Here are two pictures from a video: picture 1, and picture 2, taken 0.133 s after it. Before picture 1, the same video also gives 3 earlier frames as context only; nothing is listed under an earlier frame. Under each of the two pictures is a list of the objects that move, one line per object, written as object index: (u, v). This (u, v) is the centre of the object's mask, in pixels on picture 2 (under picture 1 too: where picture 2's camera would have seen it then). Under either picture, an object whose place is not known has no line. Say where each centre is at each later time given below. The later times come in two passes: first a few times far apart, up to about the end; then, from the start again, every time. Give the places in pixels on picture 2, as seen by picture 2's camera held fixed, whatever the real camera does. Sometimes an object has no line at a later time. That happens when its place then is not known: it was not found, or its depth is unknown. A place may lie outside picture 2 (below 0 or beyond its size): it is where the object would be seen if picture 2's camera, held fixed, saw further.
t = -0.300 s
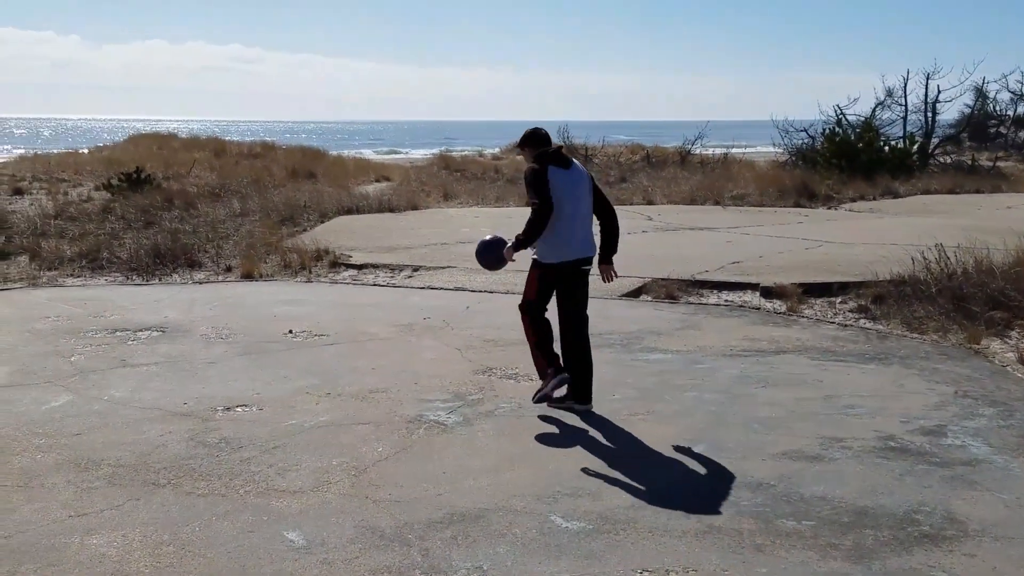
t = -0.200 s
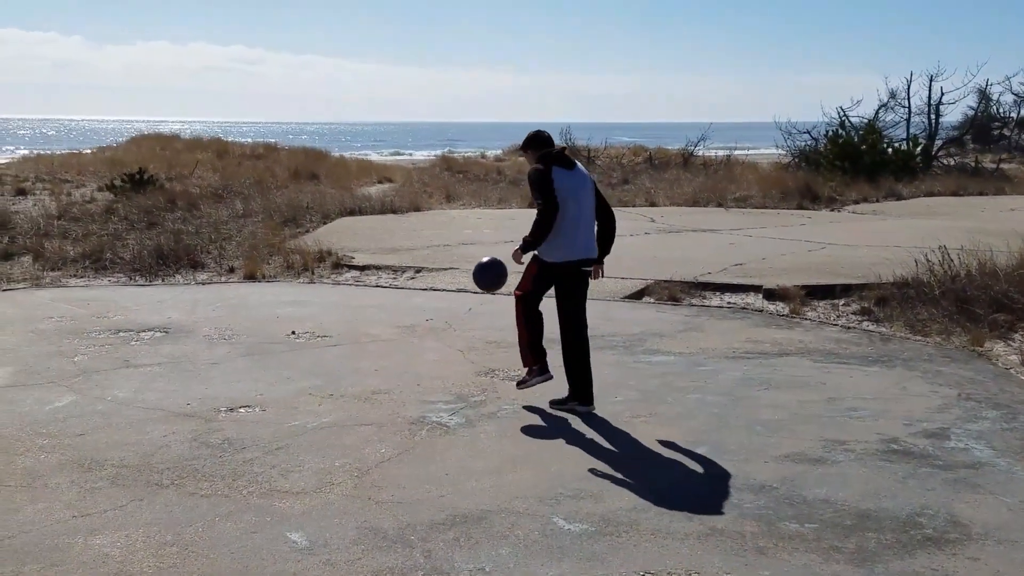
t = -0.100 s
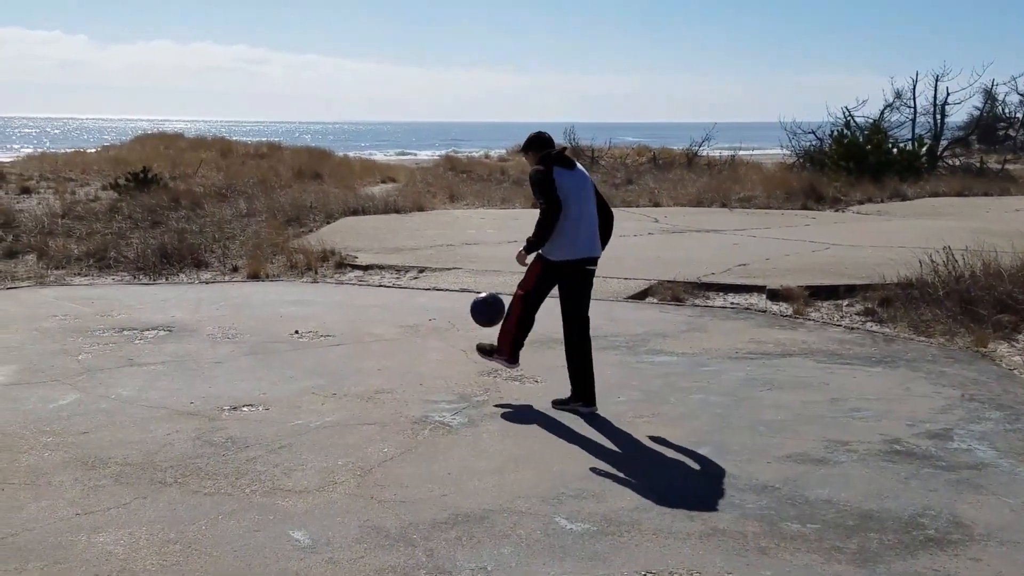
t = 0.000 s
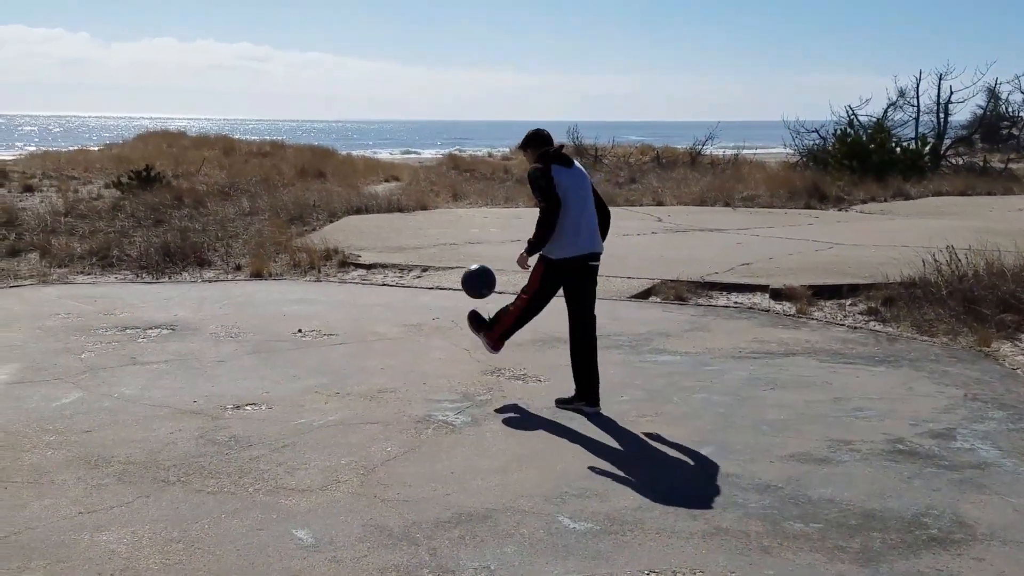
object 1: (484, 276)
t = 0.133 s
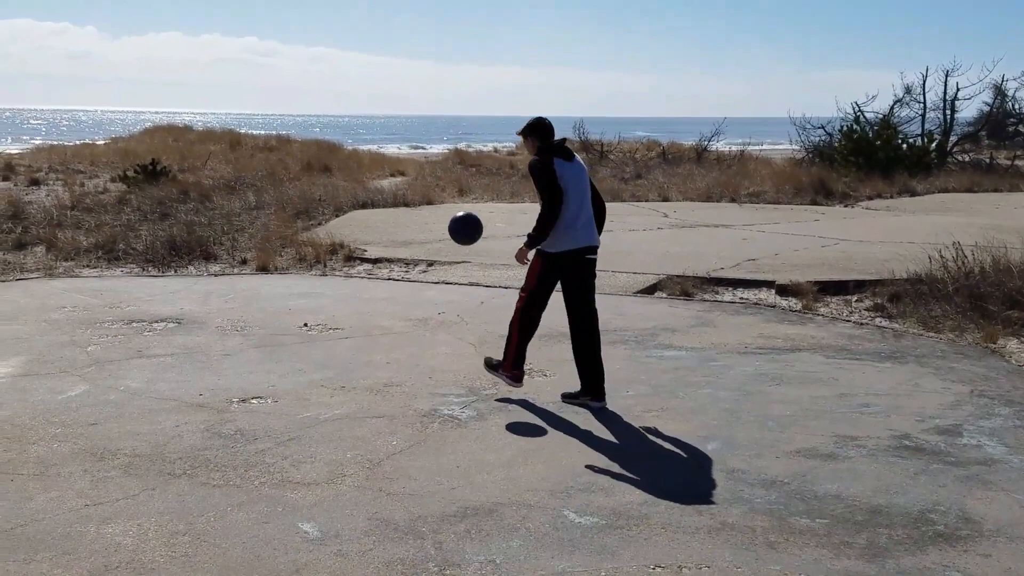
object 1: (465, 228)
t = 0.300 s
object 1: (442, 208)
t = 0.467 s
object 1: (419, 229)
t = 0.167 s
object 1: (461, 221)
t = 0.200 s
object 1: (456, 215)
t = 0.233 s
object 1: (451, 211)
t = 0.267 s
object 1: (447, 209)
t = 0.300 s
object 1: (442, 208)
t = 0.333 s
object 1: (437, 209)
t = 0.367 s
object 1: (433, 212)
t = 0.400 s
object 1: (428, 216)
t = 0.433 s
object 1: (424, 222)
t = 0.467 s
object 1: (419, 229)
